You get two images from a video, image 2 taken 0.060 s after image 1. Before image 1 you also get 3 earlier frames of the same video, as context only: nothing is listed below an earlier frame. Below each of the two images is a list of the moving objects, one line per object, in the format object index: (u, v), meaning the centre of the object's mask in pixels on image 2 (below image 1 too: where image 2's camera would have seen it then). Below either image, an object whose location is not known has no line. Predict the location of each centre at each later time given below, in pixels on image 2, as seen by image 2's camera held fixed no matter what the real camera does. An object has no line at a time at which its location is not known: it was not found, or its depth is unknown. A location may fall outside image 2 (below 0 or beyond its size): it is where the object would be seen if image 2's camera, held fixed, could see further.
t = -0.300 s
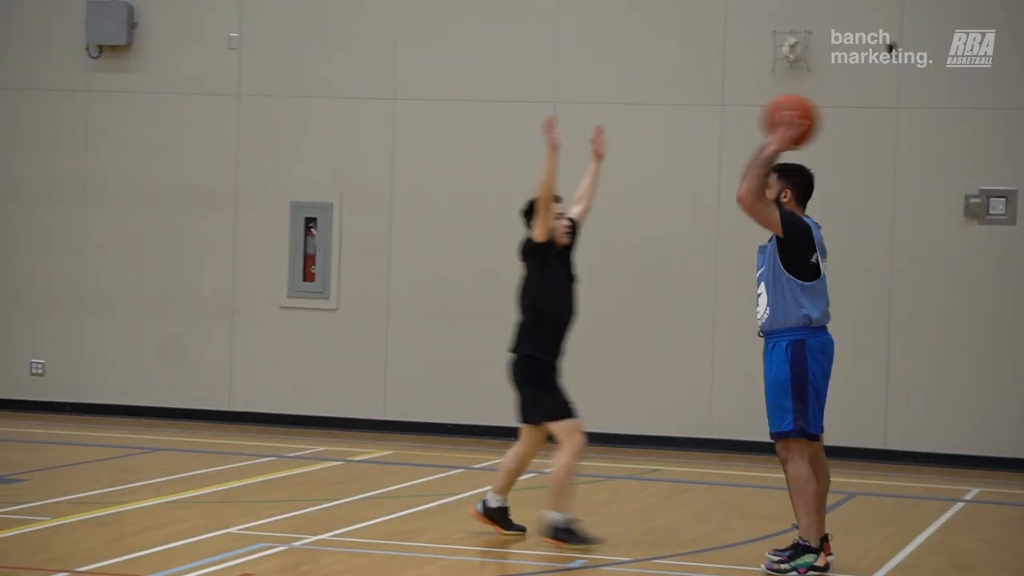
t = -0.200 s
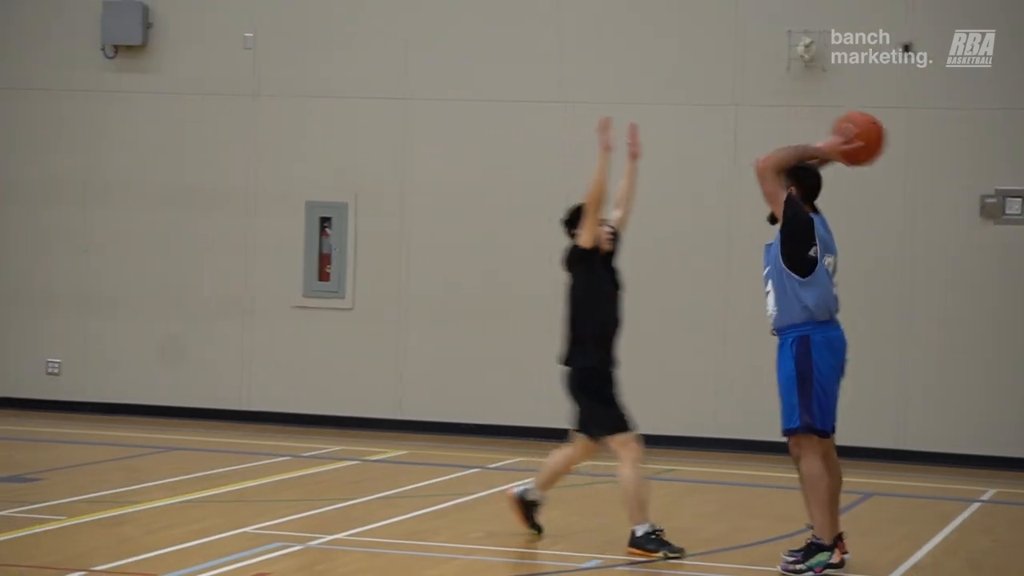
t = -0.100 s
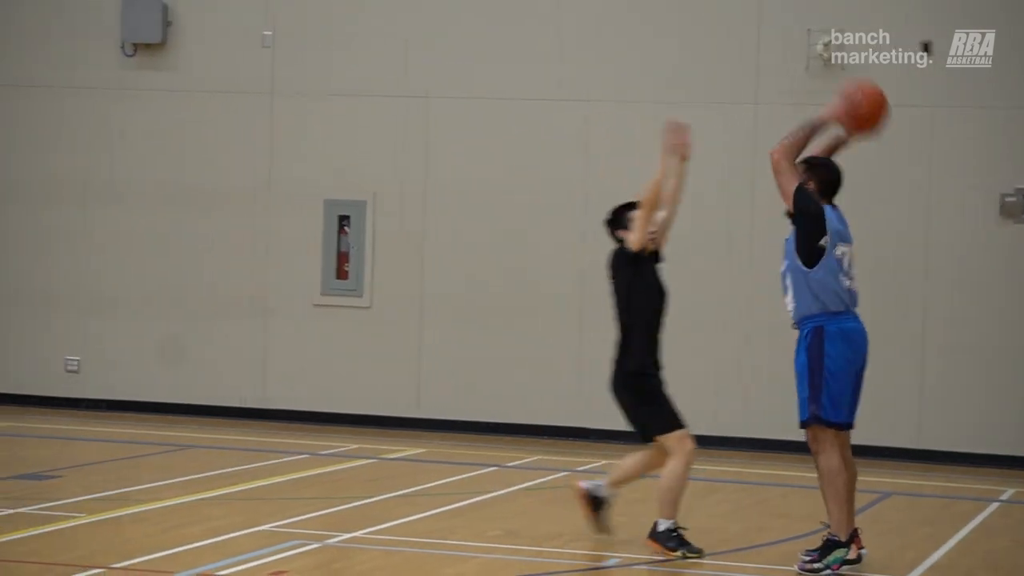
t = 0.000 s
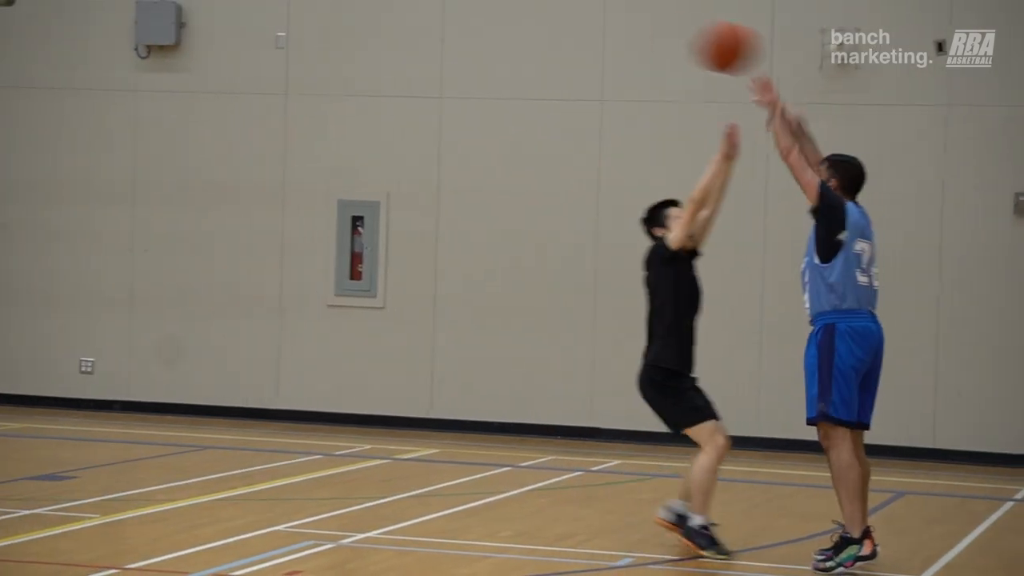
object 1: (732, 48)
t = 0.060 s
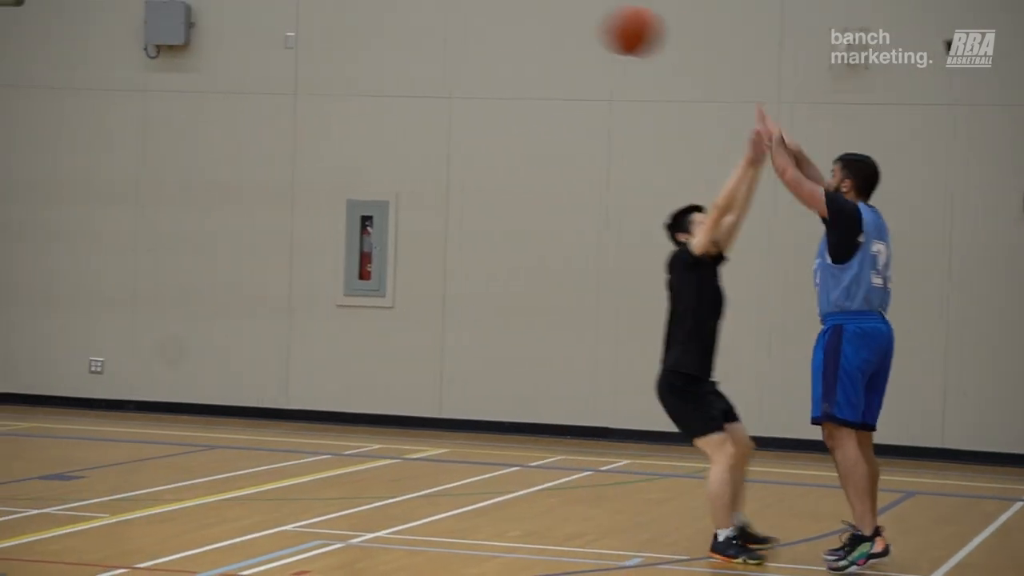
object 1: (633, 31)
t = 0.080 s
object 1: (600, 27)
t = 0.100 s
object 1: (568, 23)
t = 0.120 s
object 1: (539, 22)
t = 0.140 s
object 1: (511, 22)
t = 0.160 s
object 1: (481, 21)
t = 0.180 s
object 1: (454, 21)
